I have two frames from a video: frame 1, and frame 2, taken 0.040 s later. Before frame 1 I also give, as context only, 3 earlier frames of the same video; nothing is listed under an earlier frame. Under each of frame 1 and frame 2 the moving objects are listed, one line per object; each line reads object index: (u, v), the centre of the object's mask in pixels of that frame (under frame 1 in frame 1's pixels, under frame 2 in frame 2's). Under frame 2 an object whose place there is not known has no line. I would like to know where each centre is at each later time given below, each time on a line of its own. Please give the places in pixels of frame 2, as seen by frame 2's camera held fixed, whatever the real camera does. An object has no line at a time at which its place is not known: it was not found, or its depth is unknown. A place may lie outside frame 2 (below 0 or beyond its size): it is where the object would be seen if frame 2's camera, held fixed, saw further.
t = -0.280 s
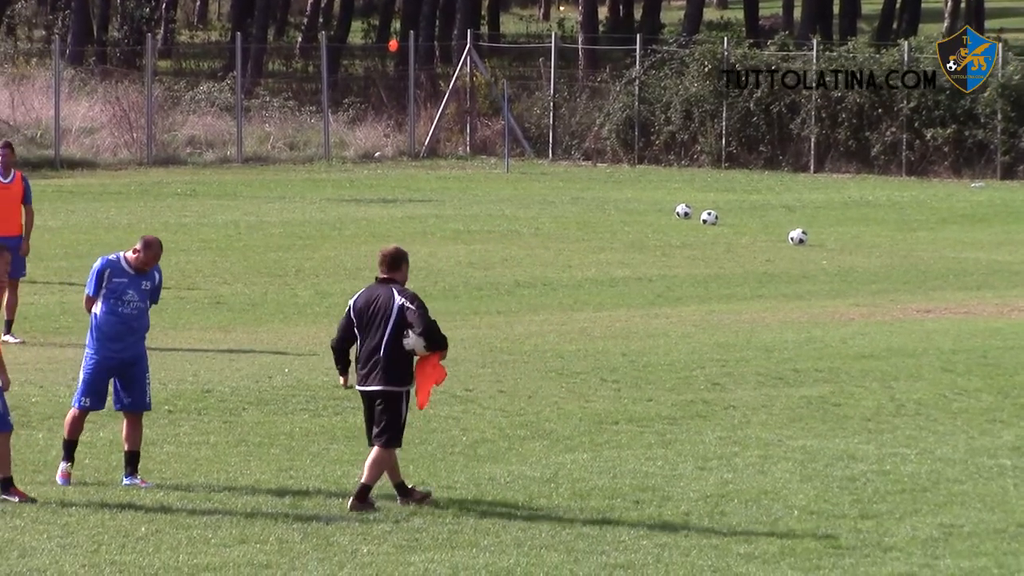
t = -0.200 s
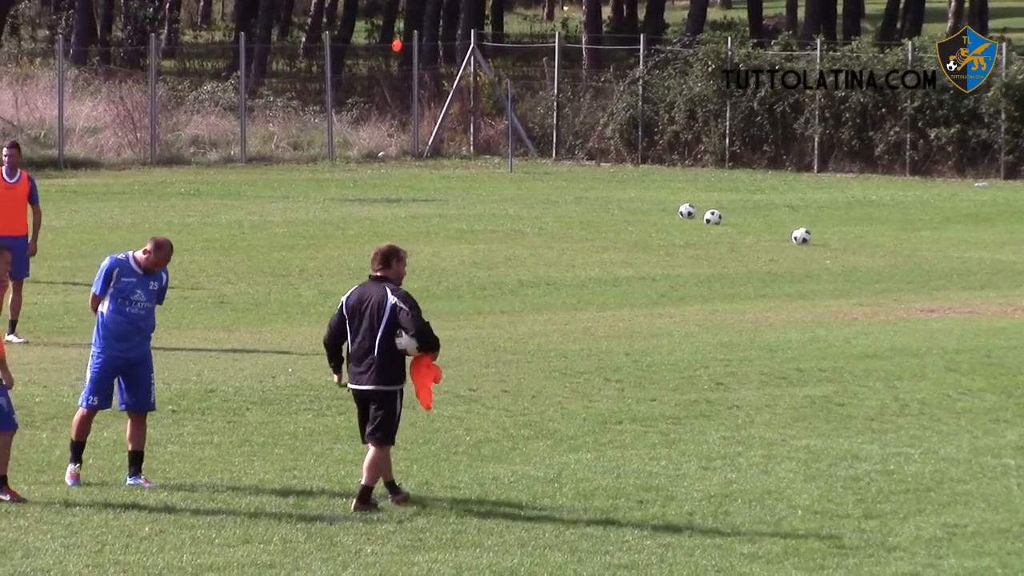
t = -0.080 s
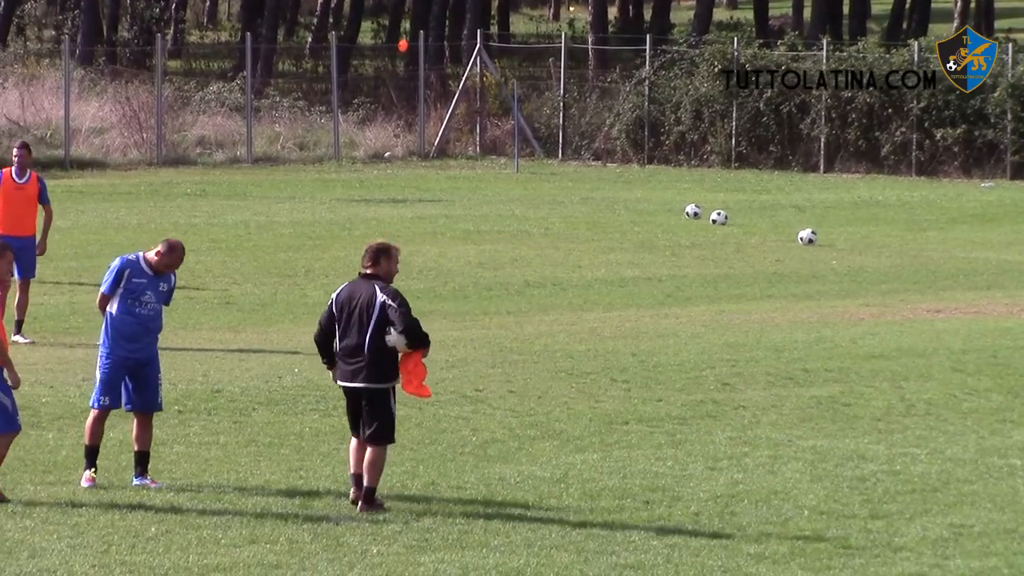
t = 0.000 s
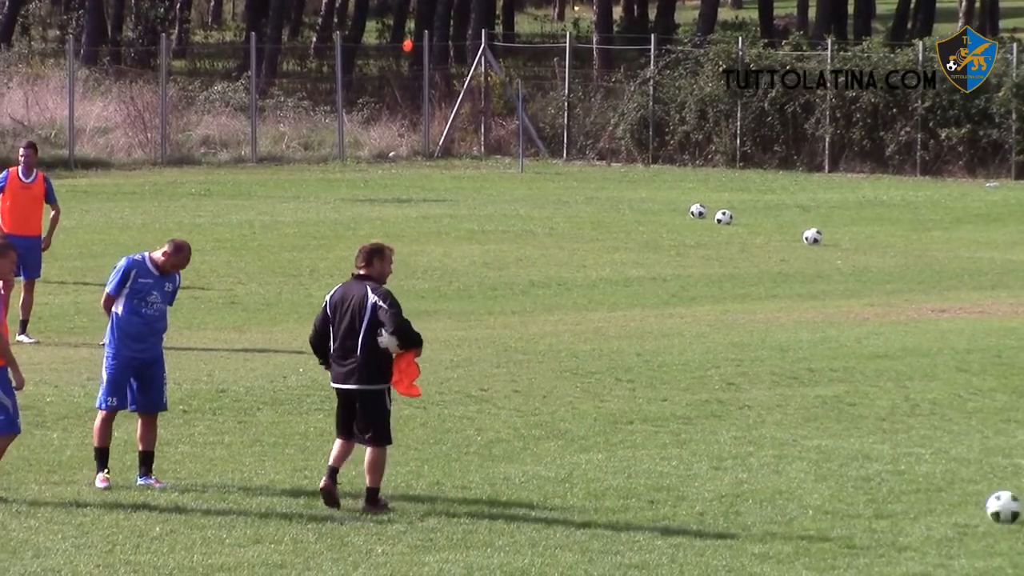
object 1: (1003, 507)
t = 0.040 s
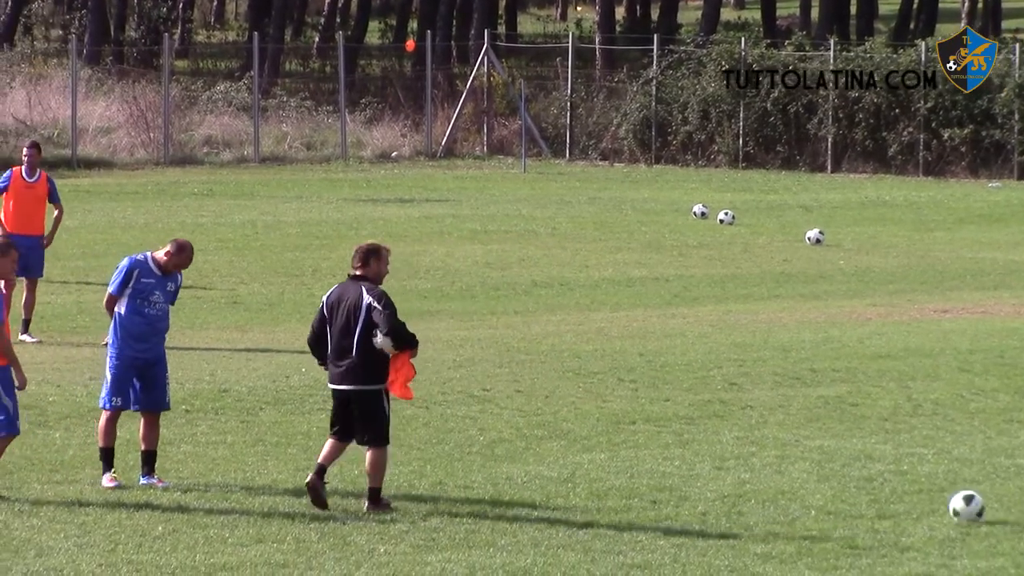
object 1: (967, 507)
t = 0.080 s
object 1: (927, 507)
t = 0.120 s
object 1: (887, 507)
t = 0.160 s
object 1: (849, 505)
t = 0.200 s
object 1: (810, 504)
